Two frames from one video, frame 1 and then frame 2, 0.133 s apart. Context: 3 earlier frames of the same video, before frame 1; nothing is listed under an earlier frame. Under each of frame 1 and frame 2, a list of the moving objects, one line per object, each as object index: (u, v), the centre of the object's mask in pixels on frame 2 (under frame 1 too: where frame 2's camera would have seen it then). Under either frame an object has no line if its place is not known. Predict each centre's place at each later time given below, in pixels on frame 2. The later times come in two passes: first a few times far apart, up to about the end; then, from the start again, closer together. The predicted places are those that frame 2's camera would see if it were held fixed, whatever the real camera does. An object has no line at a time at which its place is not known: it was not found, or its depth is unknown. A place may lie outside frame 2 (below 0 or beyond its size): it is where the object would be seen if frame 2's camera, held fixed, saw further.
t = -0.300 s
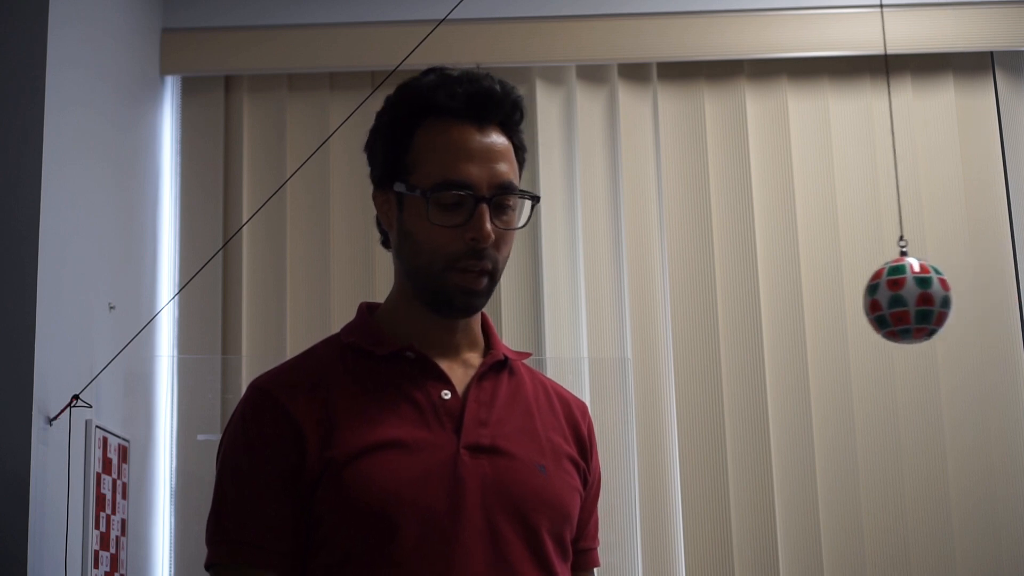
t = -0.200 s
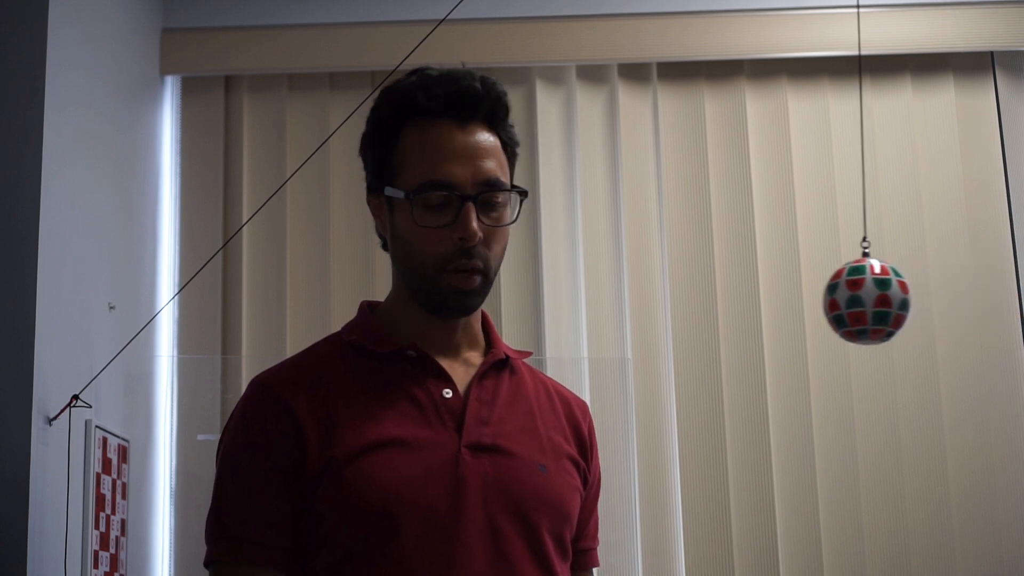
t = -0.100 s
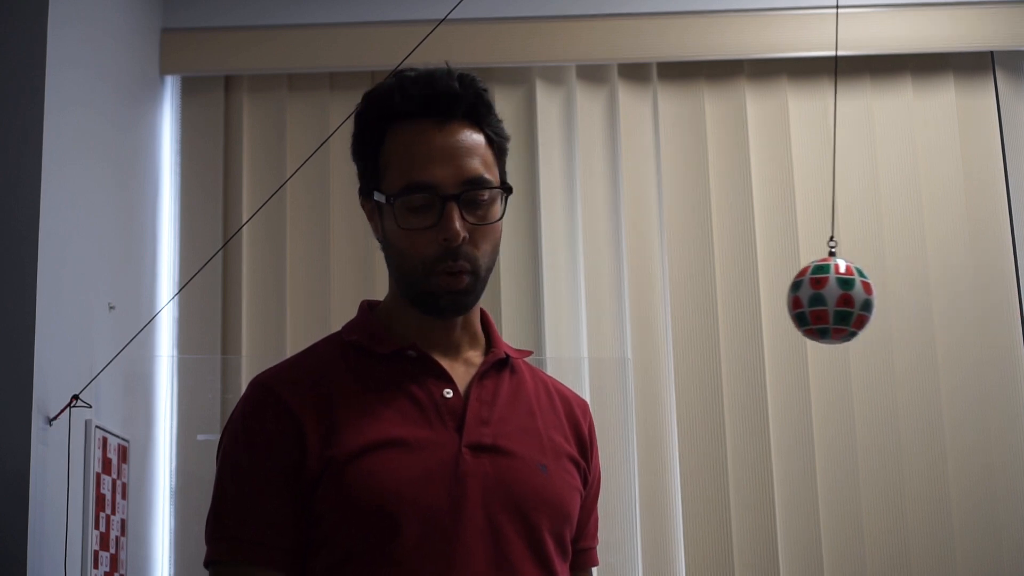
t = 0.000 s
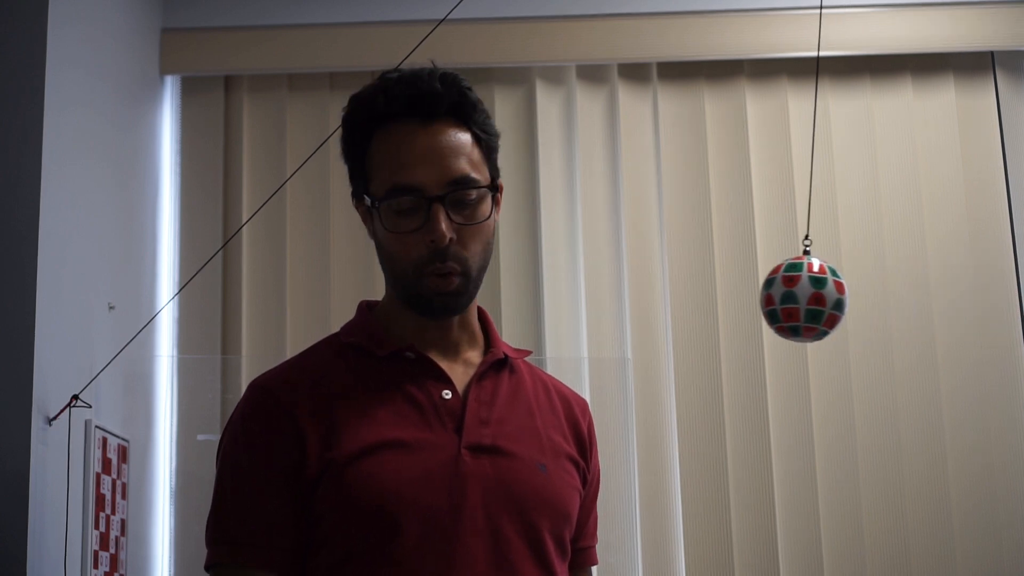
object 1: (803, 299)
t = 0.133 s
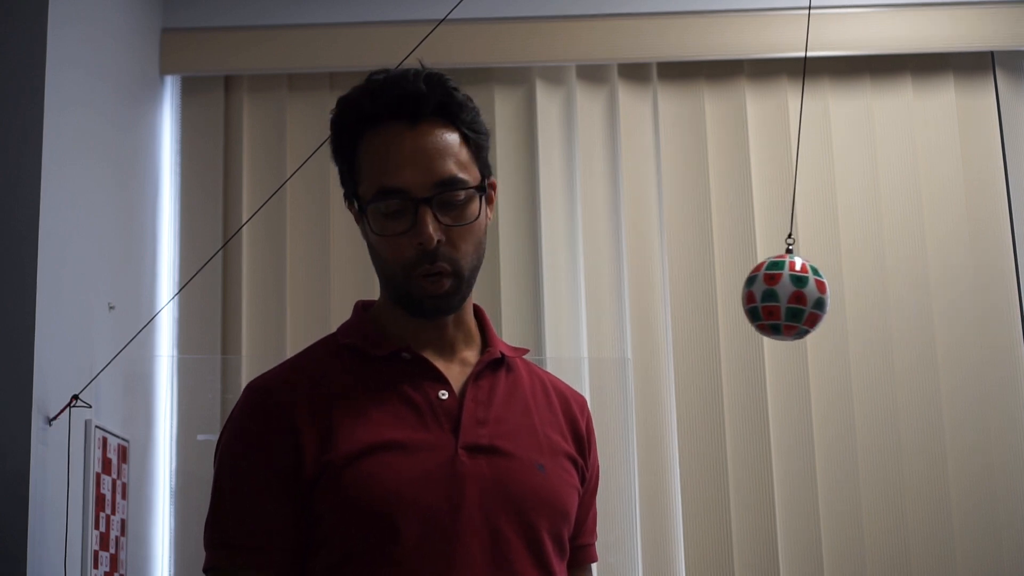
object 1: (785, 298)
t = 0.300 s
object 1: (796, 298)
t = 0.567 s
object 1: (877, 301)
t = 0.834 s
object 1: (982, 293)
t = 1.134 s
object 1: (1010, 284)
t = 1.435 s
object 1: (975, 294)
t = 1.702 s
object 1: (869, 301)
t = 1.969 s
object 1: (795, 298)
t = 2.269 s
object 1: (811, 299)
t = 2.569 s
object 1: (917, 300)
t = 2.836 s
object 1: (998, 289)
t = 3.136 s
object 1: (1005, 286)
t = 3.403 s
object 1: (950, 297)
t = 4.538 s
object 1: (942, 299)
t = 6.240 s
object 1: (862, 303)
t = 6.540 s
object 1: (977, 295)
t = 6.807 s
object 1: (1007, 286)
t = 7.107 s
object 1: (983, 294)
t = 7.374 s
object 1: (886, 302)
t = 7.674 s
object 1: (800, 300)
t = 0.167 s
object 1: (784, 298)
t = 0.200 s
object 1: (785, 298)
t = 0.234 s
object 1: (787, 298)
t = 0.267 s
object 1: (791, 298)
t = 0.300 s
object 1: (796, 298)
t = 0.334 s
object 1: (802, 299)
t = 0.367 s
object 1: (810, 299)
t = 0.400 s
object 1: (819, 300)
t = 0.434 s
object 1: (829, 300)
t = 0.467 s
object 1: (840, 301)
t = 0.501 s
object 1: (852, 301)
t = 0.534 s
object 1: (865, 301)
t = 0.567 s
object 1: (877, 301)
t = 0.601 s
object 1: (891, 301)
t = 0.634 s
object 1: (905, 301)
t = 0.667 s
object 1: (919, 300)
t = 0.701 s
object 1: (933, 299)
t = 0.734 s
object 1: (946, 298)
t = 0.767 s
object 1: (959, 296)
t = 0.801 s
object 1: (971, 295)
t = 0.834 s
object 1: (982, 293)
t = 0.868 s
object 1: (989, 292)
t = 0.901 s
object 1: (994, 290)
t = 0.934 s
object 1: (999, 289)
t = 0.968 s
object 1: (1002, 288)
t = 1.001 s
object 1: (1005, 287)
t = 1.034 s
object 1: (1007, 286)
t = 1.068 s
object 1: (1009, 285)
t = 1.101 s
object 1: (1009, 284)
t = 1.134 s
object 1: (1010, 284)
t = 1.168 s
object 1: (1009, 285)
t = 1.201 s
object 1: (1008, 285)
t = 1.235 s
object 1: (1006, 286)
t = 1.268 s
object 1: (1003, 287)
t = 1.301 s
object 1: (1000, 288)
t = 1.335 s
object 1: (996, 290)
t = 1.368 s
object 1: (991, 291)
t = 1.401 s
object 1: (984, 293)
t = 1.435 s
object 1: (975, 294)
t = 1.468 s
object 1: (962, 296)
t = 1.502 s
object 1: (950, 297)
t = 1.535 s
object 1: (937, 298)
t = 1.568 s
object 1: (923, 299)
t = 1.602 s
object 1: (909, 300)
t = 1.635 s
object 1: (895, 301)
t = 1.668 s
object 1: (882, 301)
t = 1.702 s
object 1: (869, 301)
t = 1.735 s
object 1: (856, 301)
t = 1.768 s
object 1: (845, 301)
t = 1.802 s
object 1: (833, 300)
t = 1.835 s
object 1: (823, 300)
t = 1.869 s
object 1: (814, 299)
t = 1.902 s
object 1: (806, 299)
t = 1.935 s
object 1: (800, 298)
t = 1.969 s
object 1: (795, 298)
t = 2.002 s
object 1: (790, 298)
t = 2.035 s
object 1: (788, 297)
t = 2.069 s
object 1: (787, 297)
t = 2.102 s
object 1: (788, 297)
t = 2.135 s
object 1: (789, 298)
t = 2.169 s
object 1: (793, 298)
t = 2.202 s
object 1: (797, 298)
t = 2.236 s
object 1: (803, 299)
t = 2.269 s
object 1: (811, 299)
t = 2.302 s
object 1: (819, 300)
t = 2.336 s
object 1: (829, 300)
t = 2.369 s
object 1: (840, 301)
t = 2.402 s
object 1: (851, 301)
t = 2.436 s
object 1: (864, 301)
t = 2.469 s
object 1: (877, 301)
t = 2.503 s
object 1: (890, 301)
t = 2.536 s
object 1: (903, 301)
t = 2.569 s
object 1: (917, 300)
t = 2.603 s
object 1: (931, 299)
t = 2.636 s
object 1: (944, 297)
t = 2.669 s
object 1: (957, 296)
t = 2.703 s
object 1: (969, 295)
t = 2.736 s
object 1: (980, 293)
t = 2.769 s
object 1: (988, 292)
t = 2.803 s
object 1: (993, 290)
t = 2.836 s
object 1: (998, 289)
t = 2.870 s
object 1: (1002, 288)
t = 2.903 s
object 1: (1004, 286)
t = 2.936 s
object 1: (1007, 286)
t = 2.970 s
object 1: (1008, 285)
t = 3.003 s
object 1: (1008, 285)
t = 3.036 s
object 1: (1008, 284)
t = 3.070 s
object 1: (1008, 285)
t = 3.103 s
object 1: (1007, 285)
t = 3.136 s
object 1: (1005, 286)
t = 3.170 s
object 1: (1002, 287)
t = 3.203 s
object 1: (999, 288)
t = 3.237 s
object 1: (995, 290)
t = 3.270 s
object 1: (990, 291)
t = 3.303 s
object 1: (984, 292)
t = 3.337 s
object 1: (973, 294)
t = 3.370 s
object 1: (962, 295)
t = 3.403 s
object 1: (950, 297)
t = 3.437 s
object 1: (937, 298)
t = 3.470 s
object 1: (924, 298)
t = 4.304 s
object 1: (854, 302)
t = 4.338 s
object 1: (866, 302)
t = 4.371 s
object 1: (878, 302)
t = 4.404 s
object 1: (891, 302)
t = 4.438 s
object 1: (903, 302)
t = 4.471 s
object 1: (916, 301)
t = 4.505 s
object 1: (929, 300)
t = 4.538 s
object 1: (942, 299)
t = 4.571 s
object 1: (955, 298)
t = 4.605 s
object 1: (967, 296)
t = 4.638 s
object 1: (978, 295)
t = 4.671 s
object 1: (985, 294)
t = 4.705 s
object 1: (991, 292)
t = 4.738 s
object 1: (995, 291)
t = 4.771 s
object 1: (998, 290)
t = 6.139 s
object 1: (828, 303)
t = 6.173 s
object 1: (838, 303)
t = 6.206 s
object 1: (850, 303)
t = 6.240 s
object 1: (862, 303)
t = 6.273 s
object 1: (875, 303)
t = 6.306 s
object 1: (888, 303)
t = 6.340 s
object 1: (901, 302)
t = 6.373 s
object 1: (914, 301)
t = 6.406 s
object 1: (928, 301)
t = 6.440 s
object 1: (941, 299)
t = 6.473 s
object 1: (954, 298)
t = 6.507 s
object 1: (966, 297)
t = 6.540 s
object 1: (977, 295)
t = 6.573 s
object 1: (985, 294)
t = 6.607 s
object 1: (991, 292)
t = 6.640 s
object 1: (995, 291)
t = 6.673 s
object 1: (999, 289)
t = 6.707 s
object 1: (1002, 288)
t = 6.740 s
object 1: (1004, 287)
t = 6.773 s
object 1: (1006, 287)
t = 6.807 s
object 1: (1007, 286)
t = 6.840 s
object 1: (1007, 286)
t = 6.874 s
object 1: (1006, 287)
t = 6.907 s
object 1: (1005, 287)
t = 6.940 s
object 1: (1004, 288)
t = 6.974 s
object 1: (1001, 288)
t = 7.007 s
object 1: (998, 290)
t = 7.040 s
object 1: (994, 291)
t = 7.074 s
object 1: (989, 292)
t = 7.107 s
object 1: (983, 294)
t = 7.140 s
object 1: (974, 296)
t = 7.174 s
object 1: (962, 297)
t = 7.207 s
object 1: (951, 298)
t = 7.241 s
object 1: (938, 299)
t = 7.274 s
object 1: (925, 301)
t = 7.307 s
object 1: (912, 302)
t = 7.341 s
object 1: (899, 302)
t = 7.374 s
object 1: (886, 302)
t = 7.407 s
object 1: (873, 303)
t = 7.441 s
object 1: (861, 303)
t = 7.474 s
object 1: (850, 303)
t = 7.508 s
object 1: (839, 302)
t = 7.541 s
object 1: (829, 302)
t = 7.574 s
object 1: (820, 301)
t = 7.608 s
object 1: (812, 301)
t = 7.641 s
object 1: (805, 300)
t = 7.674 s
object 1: (800, 300)
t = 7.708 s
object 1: (796, 300)
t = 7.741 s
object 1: (794, 299)
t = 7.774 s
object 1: (793, 299)
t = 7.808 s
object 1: (794, 299)
